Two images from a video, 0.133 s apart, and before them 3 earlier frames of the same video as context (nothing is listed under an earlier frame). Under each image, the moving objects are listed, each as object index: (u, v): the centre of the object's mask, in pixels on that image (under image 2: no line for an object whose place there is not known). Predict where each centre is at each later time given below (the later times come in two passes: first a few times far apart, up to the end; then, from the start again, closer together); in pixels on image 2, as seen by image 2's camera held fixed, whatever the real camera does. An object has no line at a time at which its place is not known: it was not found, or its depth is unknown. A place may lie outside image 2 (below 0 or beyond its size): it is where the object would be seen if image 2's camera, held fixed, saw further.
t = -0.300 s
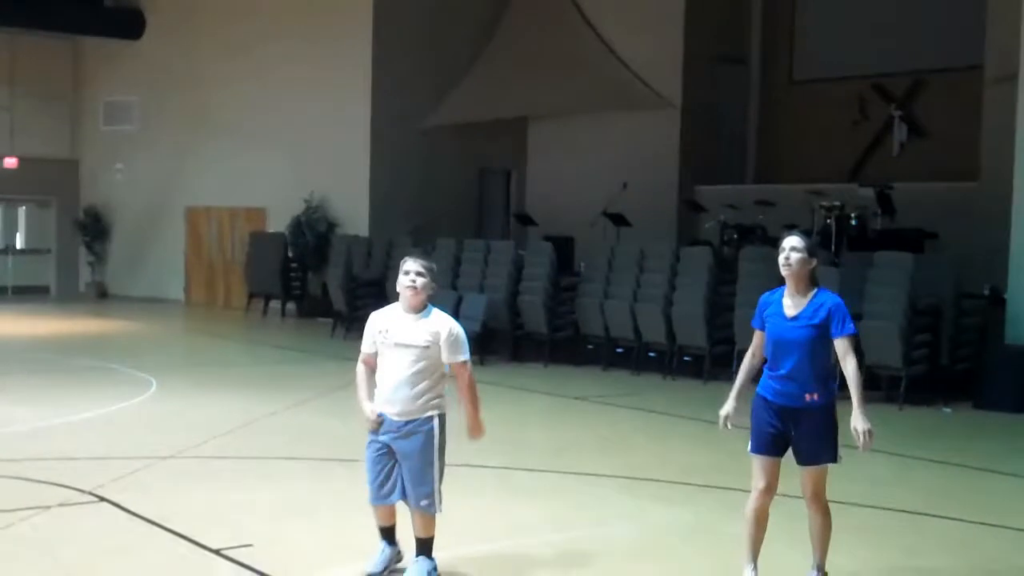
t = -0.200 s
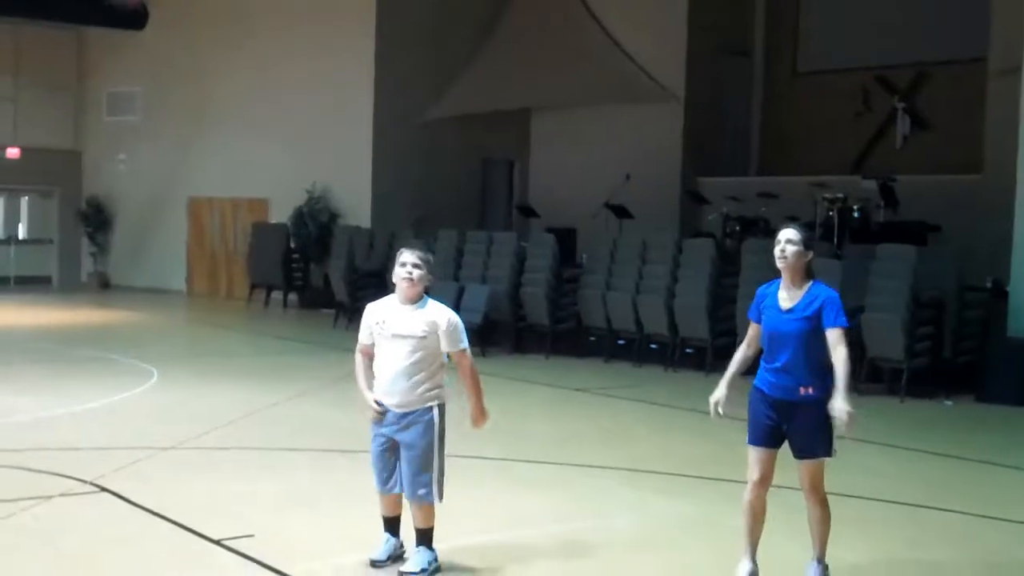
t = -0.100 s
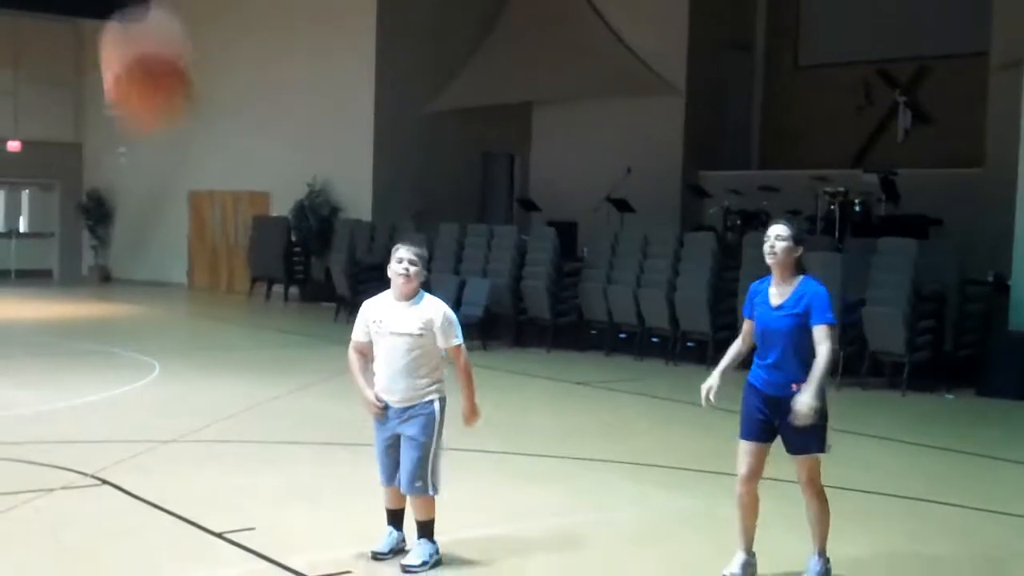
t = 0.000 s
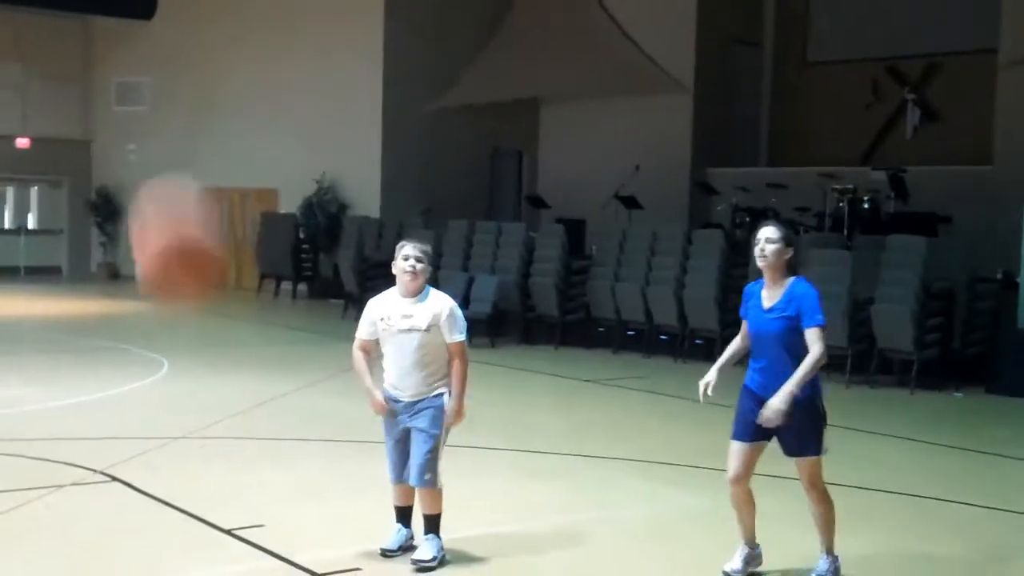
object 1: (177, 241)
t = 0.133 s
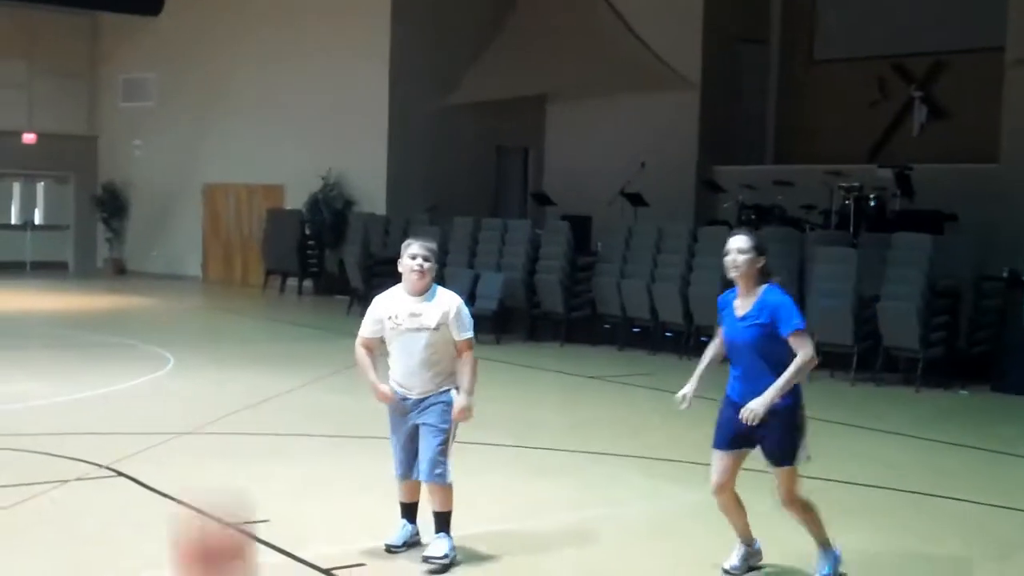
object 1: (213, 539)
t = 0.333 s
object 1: (240, 567)
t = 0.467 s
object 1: (244, 378)
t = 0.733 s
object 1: (258, 132)
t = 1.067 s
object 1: (279, 209)
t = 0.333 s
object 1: (240, 567)
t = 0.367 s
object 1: (238, 531)
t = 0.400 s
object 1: (242, 482)
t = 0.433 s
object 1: (243, 431)
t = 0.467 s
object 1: (244, 378)
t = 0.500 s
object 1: (244, 336)
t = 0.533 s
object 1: (245, 298)
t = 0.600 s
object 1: (247, 234)
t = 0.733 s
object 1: (258, 132)
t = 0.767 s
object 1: (260, 118)
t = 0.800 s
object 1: (263, 109)
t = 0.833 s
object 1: (263, 106)
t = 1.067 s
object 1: (279, 209)
